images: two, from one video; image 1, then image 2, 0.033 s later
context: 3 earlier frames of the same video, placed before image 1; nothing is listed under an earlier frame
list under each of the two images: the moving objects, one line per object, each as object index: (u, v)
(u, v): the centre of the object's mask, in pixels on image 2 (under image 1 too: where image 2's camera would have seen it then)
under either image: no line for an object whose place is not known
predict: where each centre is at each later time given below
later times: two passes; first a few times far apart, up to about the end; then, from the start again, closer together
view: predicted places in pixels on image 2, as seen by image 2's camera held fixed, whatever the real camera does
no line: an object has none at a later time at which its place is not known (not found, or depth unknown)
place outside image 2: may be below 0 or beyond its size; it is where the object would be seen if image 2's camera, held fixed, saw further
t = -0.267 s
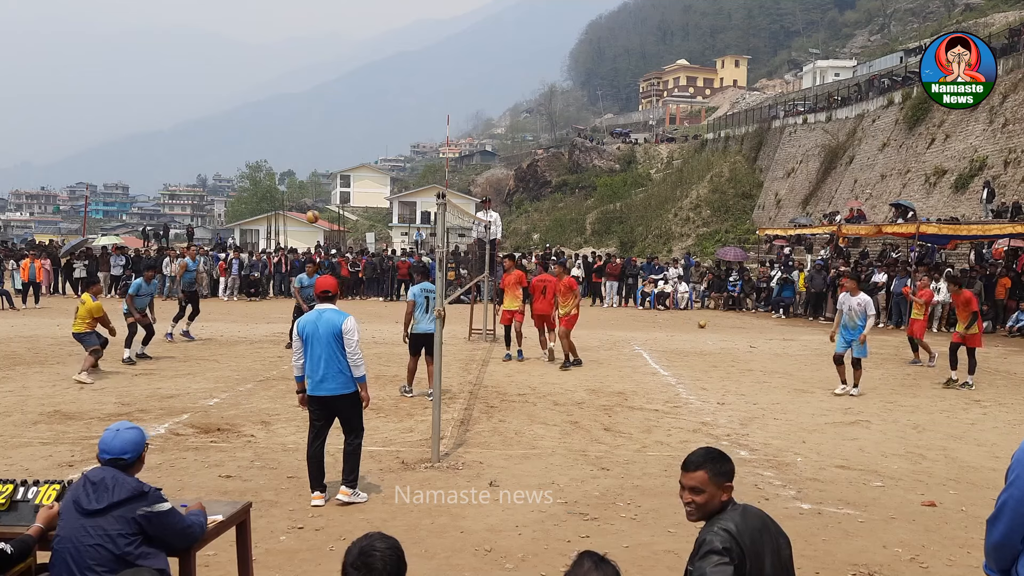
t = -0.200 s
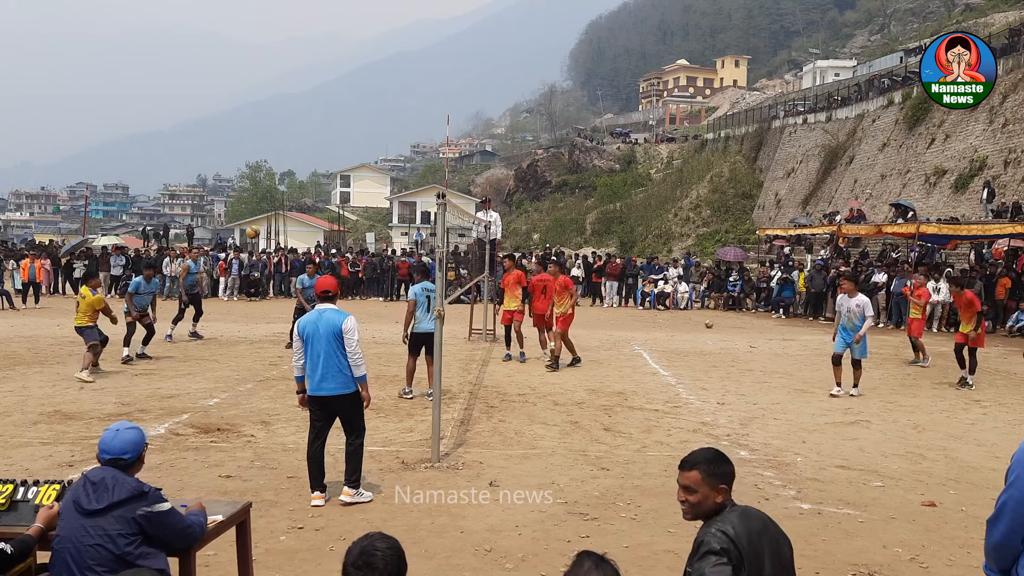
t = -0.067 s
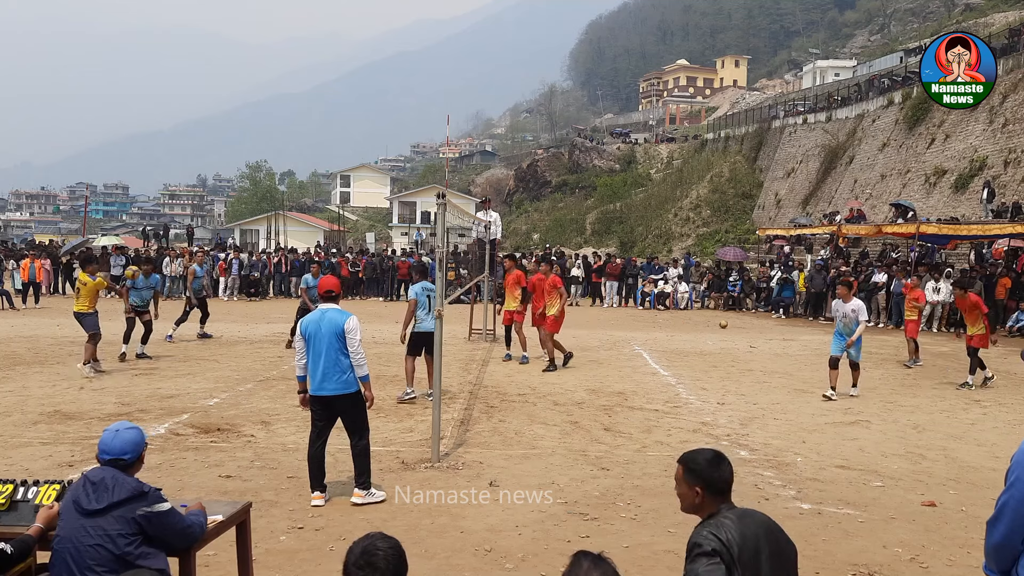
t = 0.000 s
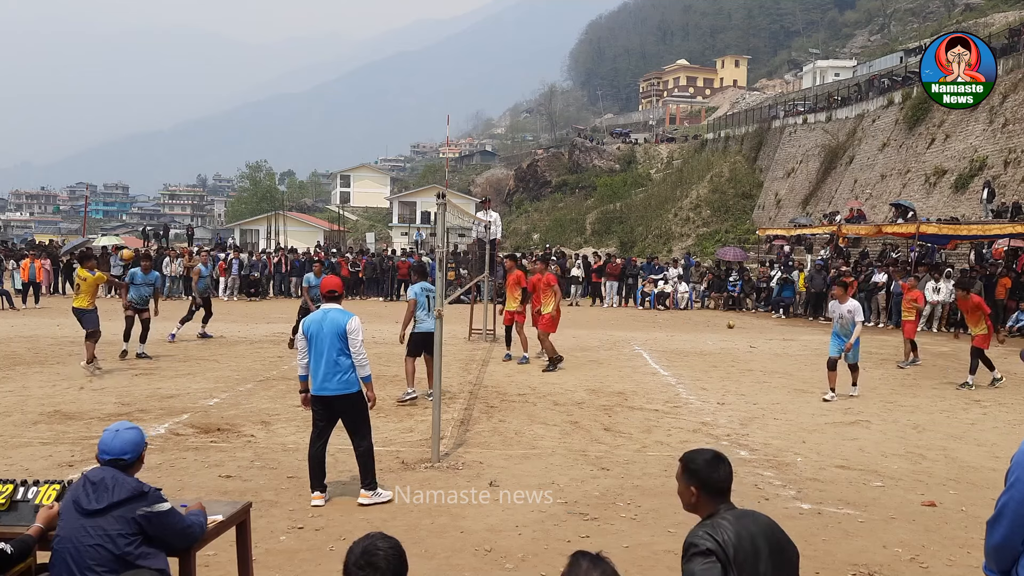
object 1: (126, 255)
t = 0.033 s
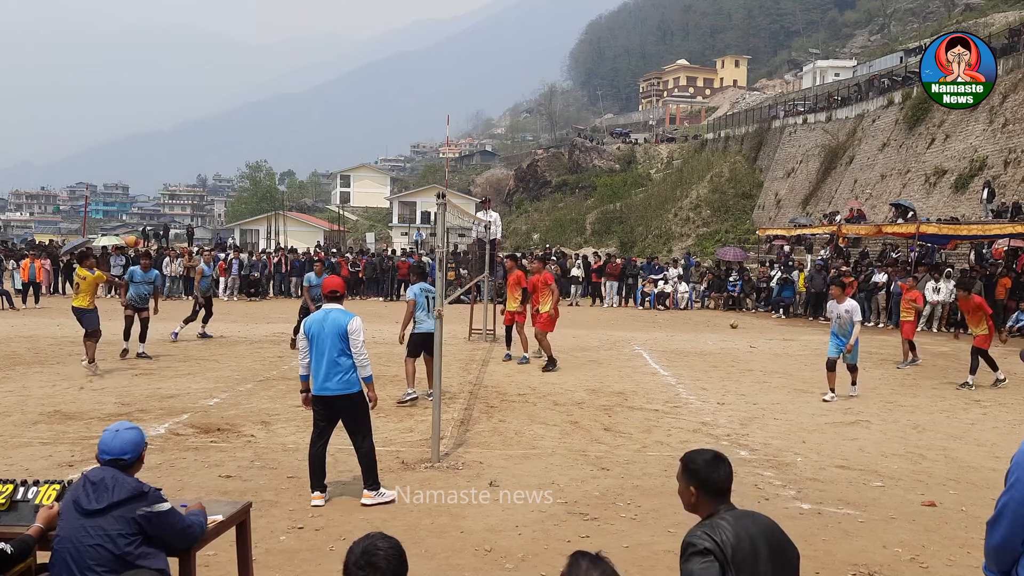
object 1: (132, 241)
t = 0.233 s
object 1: (172, 165)
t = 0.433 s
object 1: (209, 116)
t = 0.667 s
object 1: (254, 92)
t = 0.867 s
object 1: (291, 101)
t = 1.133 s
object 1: (342, 158)
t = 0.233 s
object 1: (172, 165)
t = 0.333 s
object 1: (191, 138)
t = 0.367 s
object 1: (197, 130)
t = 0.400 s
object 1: (203, 123)
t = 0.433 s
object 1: (209, 116)
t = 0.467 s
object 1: (216, 110)
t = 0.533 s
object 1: (228, 101)
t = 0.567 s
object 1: (235, 98)
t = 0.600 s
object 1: (241, 95)
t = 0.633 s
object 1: (247, 93)
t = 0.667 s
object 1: (254, 92)
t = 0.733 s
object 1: (266, 92)
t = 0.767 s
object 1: (272, 93)
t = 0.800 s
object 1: (279, 95)
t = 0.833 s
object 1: (285, 98)
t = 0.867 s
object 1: (291, 101)
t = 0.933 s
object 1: (304, 111)
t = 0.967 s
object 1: (311, 116)
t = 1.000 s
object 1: (317, 123)
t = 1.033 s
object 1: (323, 131)
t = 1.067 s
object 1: (330, 139)
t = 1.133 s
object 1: (342, 158)
